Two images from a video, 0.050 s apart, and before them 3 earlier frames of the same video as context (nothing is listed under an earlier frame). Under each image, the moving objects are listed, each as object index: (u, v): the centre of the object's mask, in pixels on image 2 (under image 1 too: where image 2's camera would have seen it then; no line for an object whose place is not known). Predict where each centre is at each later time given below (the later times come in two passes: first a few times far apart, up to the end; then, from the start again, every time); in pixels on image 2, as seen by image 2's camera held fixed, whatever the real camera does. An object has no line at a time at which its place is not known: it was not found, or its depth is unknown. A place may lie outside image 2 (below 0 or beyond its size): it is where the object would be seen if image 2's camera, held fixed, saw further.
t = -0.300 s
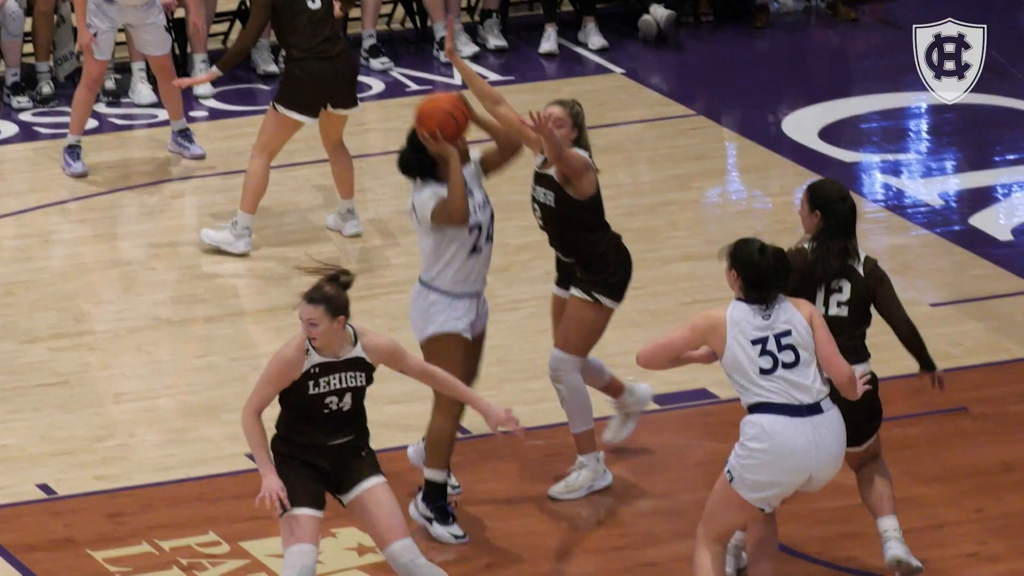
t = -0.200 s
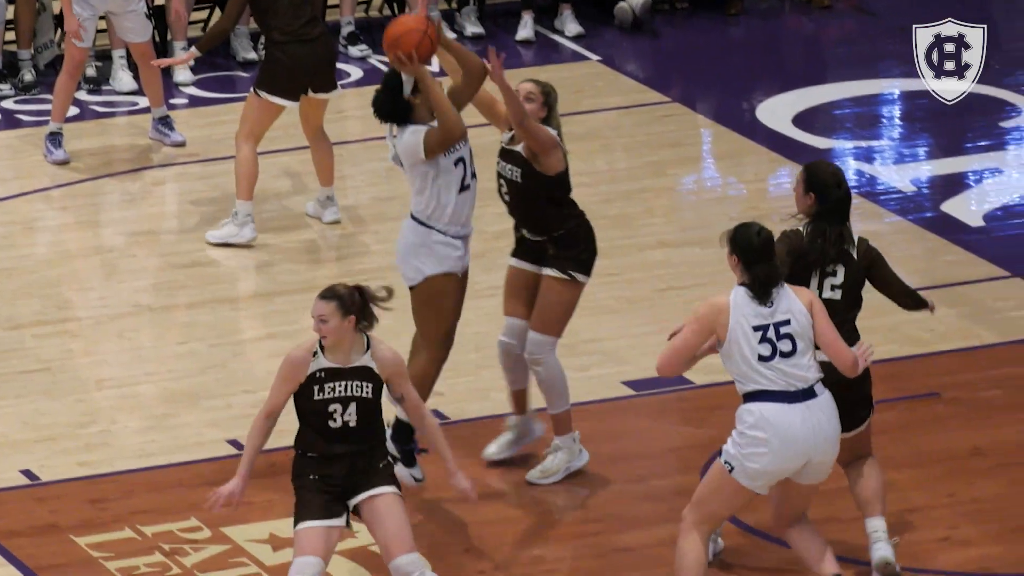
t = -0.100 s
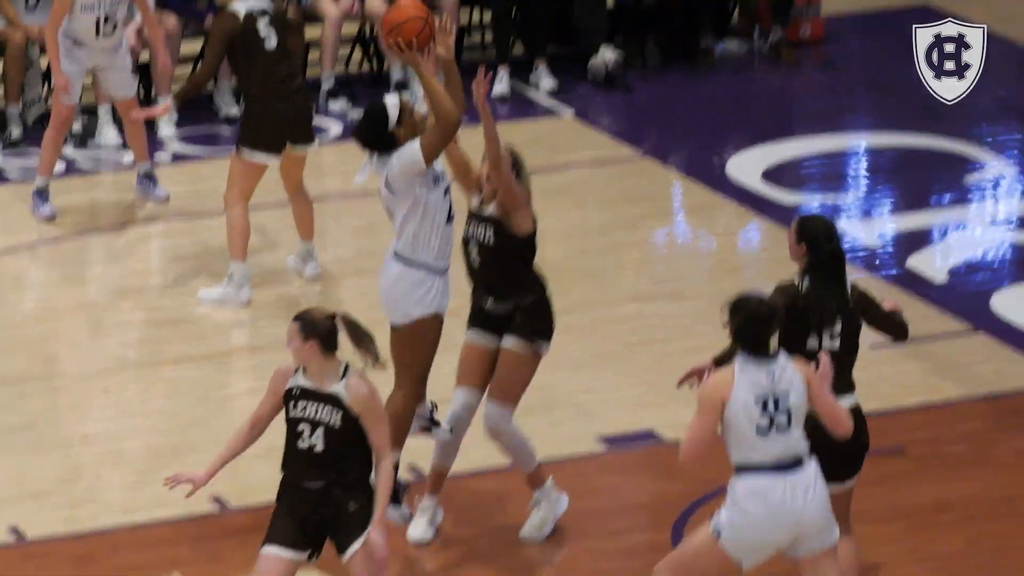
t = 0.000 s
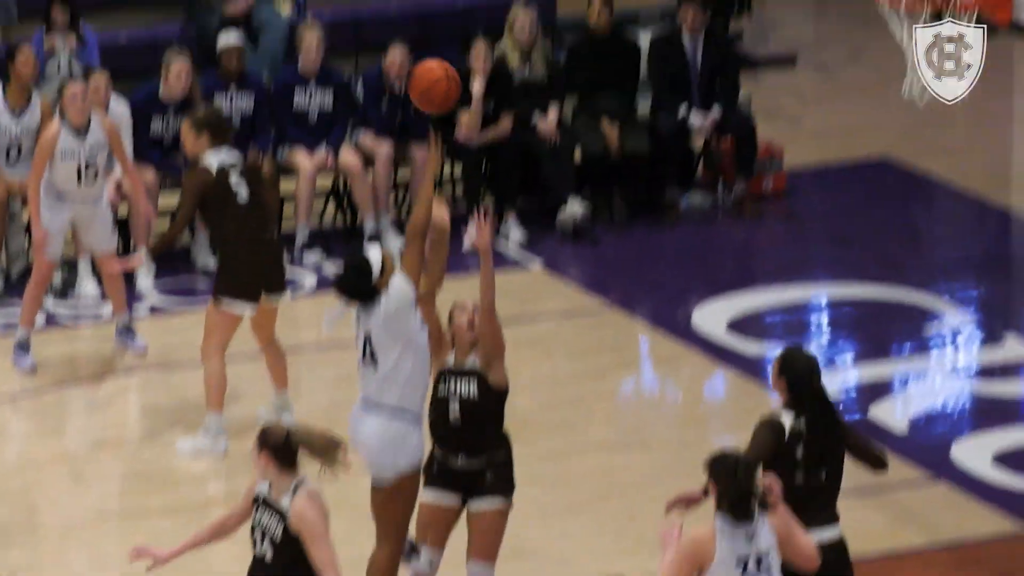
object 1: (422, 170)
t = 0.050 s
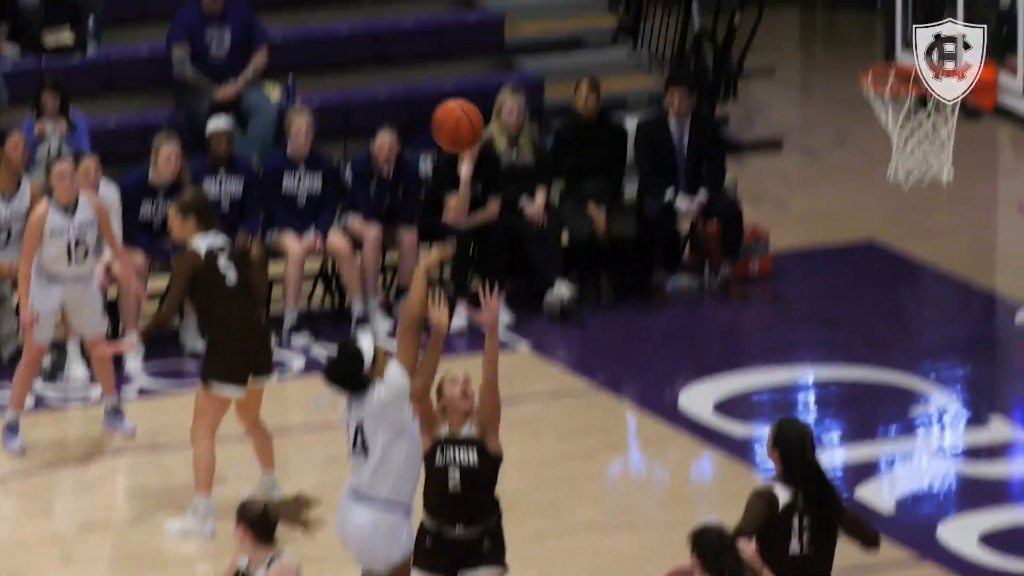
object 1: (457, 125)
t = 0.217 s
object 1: (574, 20)
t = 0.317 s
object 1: (644, -9)
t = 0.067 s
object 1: (468, 111)
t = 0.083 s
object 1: (480, 99)
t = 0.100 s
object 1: (491, 86)
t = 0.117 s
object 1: (503, 75)
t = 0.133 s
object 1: (515, 64)
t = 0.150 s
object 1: (527, 54)
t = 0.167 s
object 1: (538, 45)
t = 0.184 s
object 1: (550, 36)
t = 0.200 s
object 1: (562, 28)
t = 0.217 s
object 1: (574, 20)
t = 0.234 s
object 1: (586, 14)
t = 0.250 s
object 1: (598, 8)
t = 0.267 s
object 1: (610, 3)
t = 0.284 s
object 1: (621, -2)
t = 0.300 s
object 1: (633, -6)
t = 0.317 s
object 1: (644, -9)
